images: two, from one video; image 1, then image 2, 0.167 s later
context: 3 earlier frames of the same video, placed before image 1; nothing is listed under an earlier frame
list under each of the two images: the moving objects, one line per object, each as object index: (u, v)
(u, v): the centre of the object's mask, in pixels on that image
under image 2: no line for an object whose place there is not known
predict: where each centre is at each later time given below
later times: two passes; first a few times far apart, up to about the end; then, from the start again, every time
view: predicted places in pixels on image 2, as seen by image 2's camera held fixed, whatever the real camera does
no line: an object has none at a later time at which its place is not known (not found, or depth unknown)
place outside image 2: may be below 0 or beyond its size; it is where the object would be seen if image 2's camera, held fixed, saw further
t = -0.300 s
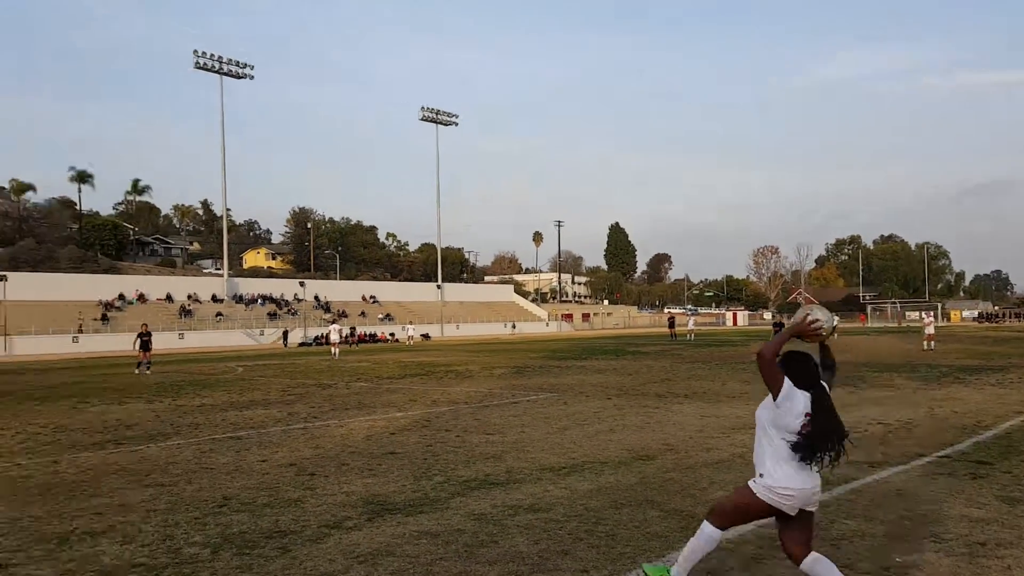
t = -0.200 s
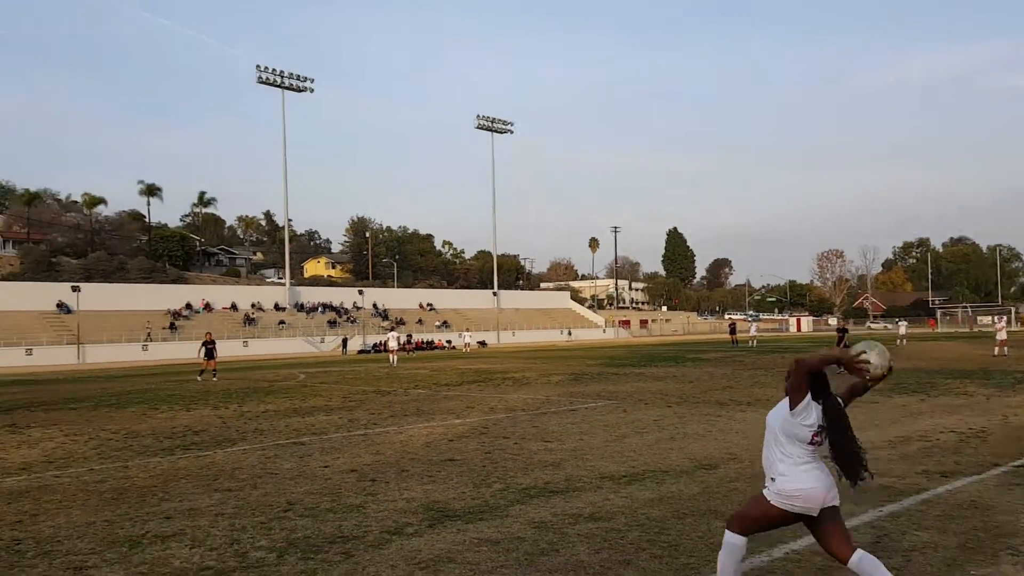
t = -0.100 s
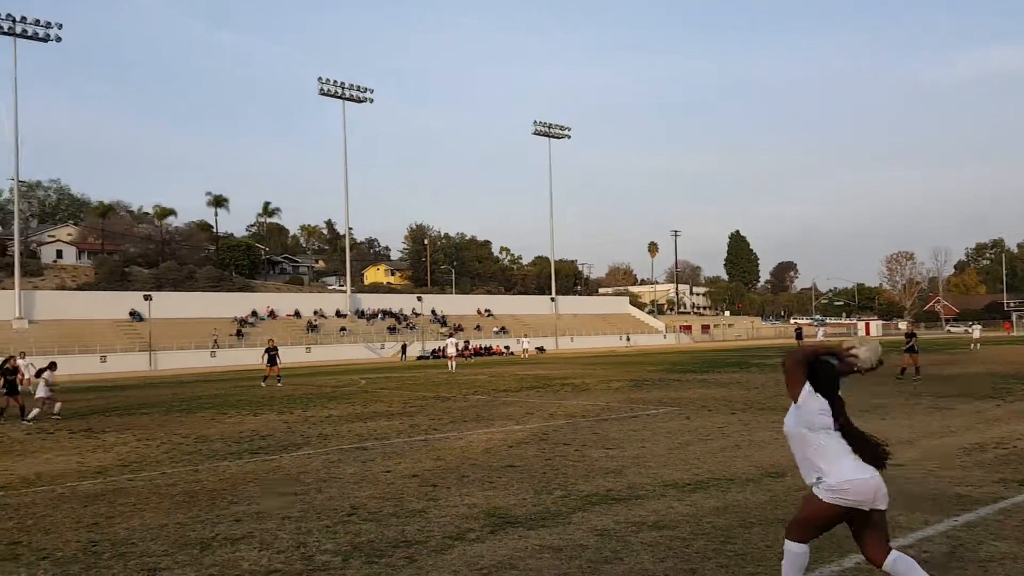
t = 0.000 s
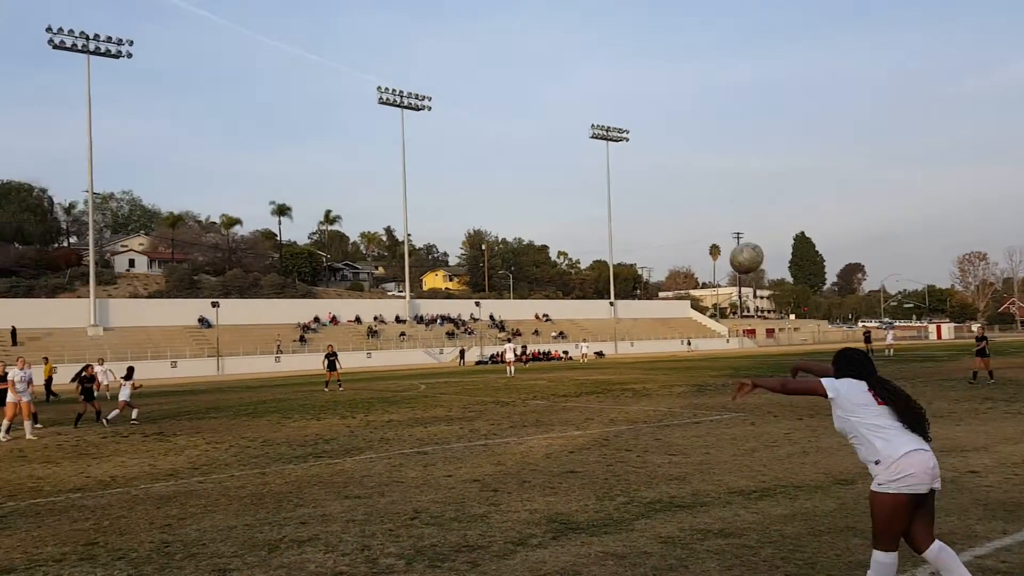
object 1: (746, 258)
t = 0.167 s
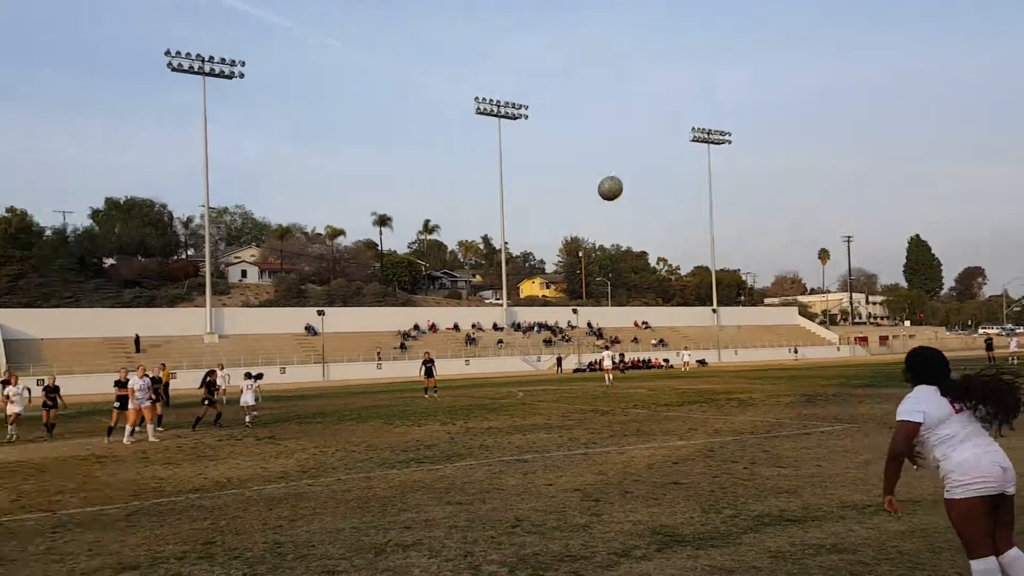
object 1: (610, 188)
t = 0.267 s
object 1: (517, 169)
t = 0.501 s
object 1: (373, 163)
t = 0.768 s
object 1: (271, 189)
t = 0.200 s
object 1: (576, 180)
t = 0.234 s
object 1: (545, 174)
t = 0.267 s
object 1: (517, 169)
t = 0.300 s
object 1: (492, 166)
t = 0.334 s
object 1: (468, 163)
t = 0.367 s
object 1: (447, 162)
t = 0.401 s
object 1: (426, 161)
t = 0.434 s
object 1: (407, 161)
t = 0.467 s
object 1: (389, 162)
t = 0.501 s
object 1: (373, 163)
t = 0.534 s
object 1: (358, 165)
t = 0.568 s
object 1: (343, 167)
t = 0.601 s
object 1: (329, 170)
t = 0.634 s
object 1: (316, 173)
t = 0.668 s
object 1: (304, 177)
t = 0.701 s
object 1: (293, 180)
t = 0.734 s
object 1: (282, 184)
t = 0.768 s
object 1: (271, 189)
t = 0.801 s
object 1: (261, 194)
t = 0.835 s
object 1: (251, 199)
